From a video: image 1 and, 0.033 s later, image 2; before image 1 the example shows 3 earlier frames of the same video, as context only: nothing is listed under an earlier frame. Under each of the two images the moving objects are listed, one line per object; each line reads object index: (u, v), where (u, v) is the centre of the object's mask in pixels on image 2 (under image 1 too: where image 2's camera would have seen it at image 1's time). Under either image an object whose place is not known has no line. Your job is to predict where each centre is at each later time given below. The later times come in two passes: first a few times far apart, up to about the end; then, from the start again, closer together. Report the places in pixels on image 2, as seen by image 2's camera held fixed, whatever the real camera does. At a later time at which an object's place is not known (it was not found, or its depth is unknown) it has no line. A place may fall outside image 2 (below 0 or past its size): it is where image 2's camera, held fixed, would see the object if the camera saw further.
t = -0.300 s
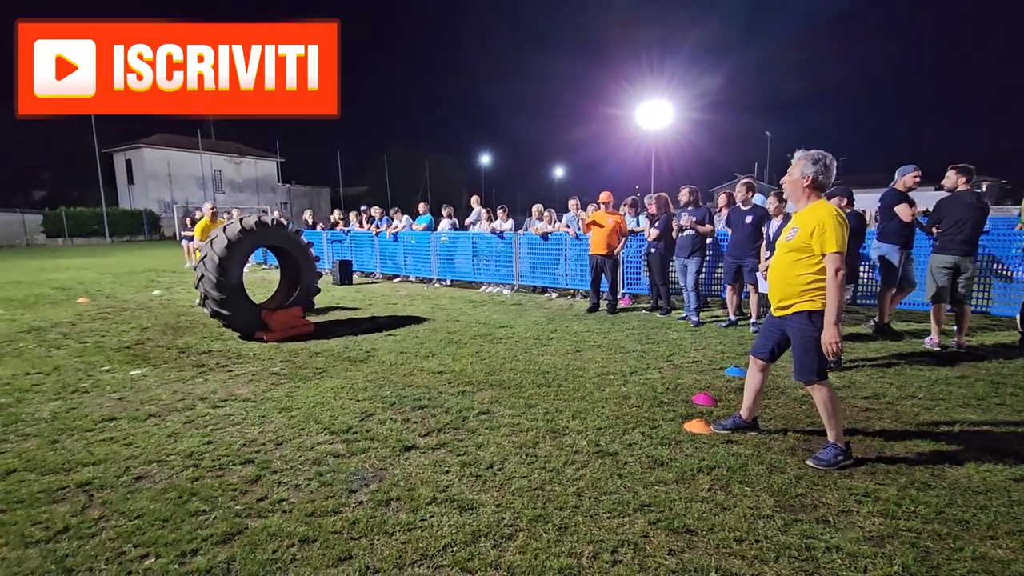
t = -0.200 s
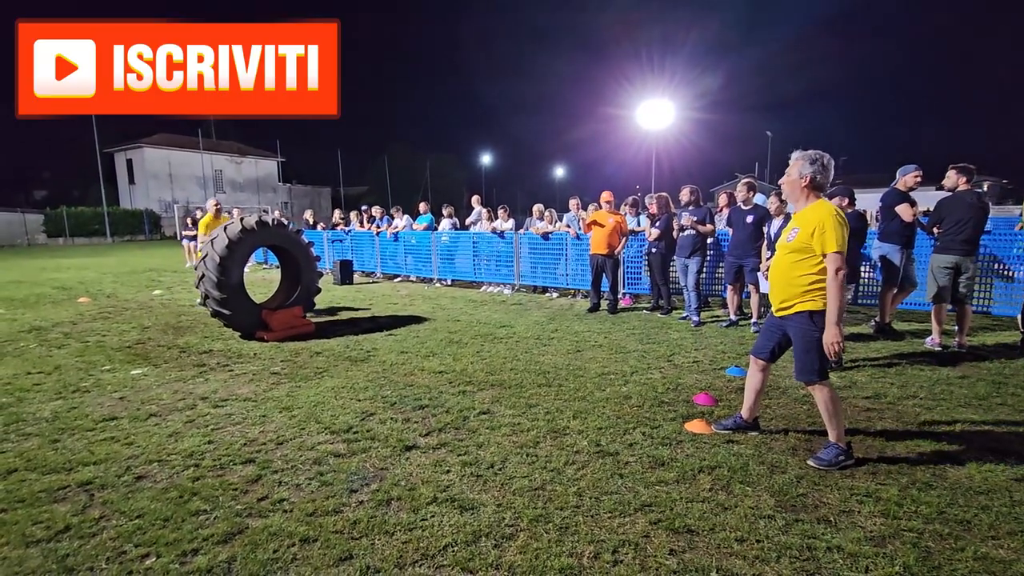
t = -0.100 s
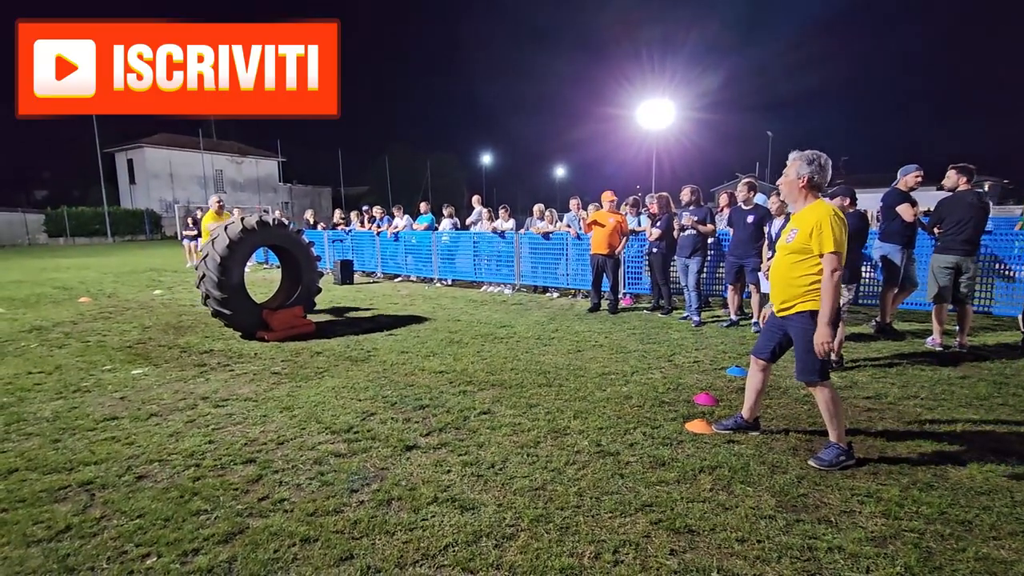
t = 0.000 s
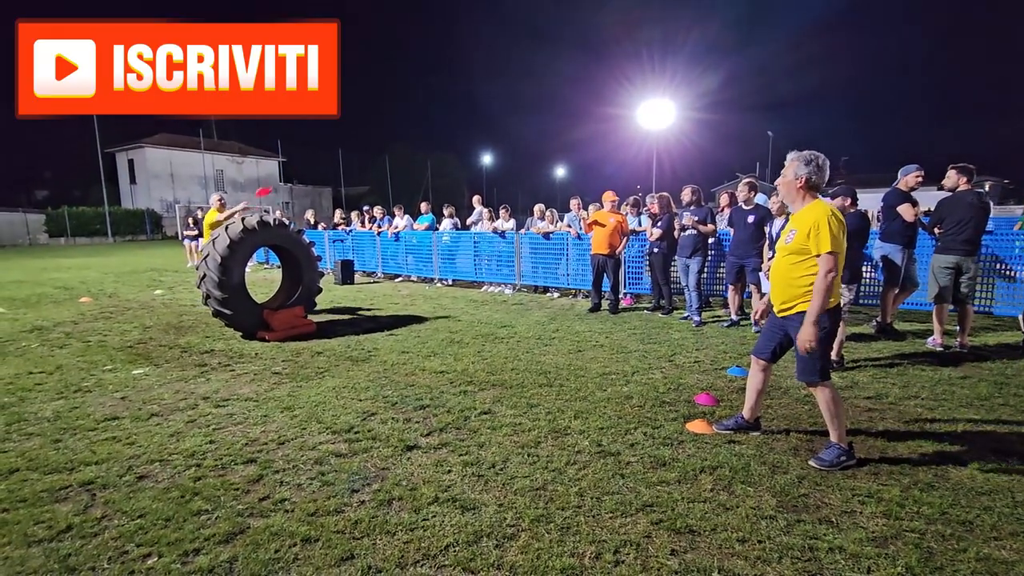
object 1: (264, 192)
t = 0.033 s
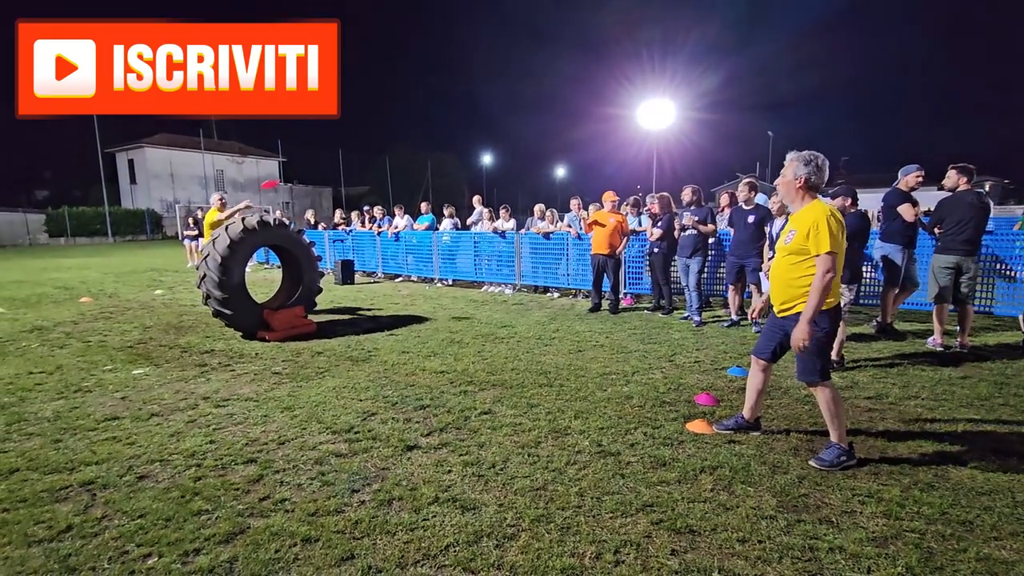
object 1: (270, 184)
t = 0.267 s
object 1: (326, 138)
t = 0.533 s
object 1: (396, 101)
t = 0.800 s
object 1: (473, 81)
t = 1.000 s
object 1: (538, 87)
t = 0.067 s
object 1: (281, 175)
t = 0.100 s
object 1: (287, 169)
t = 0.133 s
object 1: (293, 163)
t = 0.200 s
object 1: (310, 150)
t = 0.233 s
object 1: (318, 144)
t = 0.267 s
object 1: (326, 138)
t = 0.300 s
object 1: (335, 133)
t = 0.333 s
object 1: (343, 128)
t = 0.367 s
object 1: (351, 123)
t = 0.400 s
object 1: (360, 118)
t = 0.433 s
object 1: (368, 113)
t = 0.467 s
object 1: (377, 109)
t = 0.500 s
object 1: (386, 105)
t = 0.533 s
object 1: (396, 101)
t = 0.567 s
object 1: (405, 97)
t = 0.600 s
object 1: (414, 94)
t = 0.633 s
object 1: (424, 90)
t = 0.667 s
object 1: (434, 88)
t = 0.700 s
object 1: (443, 85)
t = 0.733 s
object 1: (453, 83)
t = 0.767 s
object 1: (463, 82)
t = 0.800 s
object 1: (473, 81)
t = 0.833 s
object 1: (483, 80)
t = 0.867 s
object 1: (495, 79)
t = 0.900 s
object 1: (505, 80)
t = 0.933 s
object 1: (516, 82)
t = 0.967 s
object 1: (527, 84)
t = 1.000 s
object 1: (538, 87)
